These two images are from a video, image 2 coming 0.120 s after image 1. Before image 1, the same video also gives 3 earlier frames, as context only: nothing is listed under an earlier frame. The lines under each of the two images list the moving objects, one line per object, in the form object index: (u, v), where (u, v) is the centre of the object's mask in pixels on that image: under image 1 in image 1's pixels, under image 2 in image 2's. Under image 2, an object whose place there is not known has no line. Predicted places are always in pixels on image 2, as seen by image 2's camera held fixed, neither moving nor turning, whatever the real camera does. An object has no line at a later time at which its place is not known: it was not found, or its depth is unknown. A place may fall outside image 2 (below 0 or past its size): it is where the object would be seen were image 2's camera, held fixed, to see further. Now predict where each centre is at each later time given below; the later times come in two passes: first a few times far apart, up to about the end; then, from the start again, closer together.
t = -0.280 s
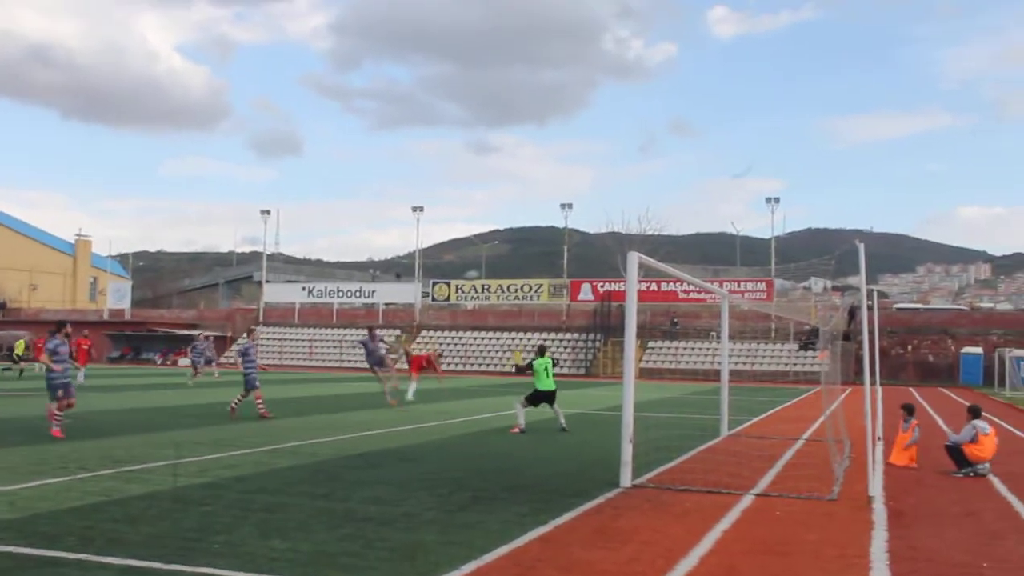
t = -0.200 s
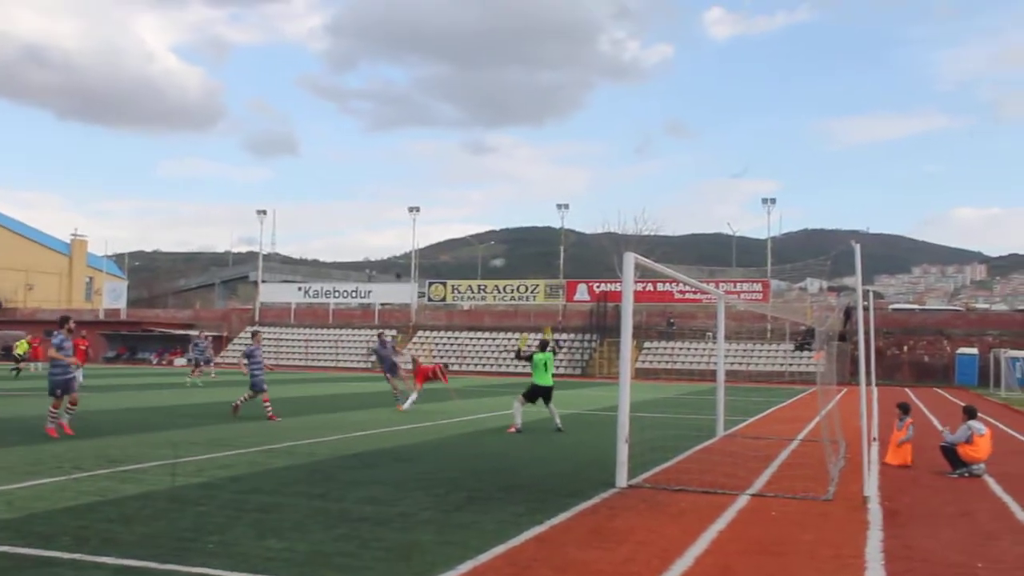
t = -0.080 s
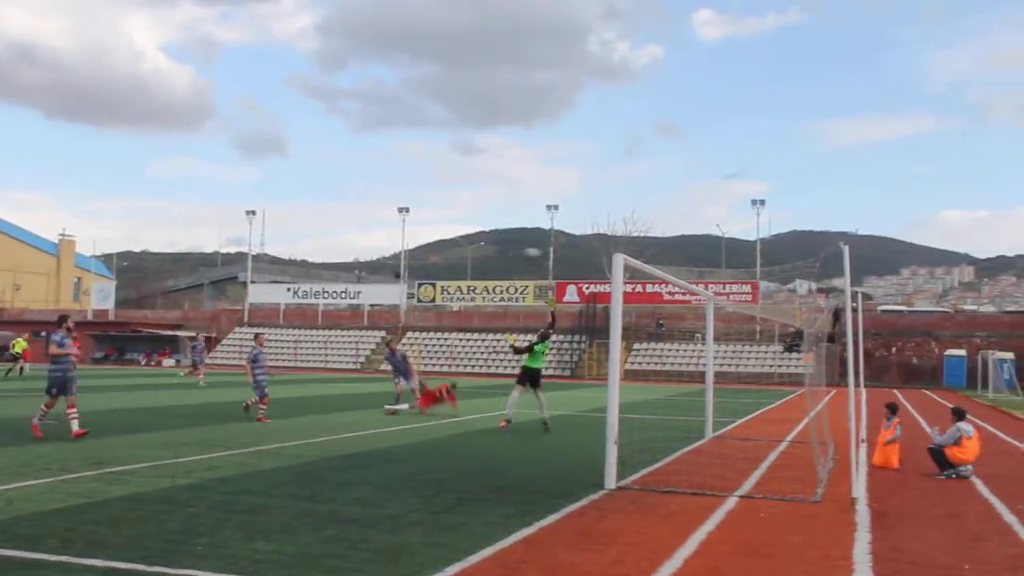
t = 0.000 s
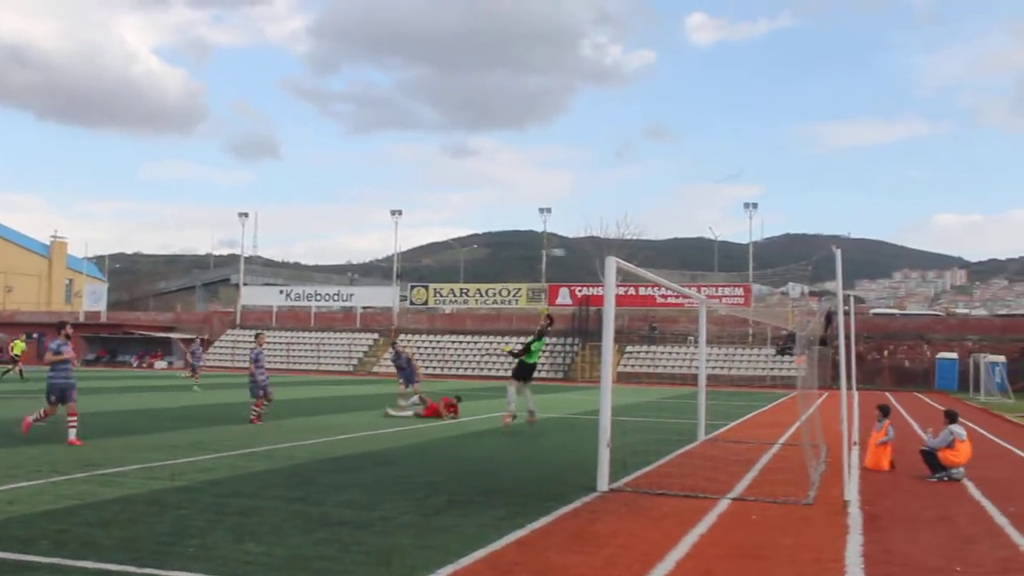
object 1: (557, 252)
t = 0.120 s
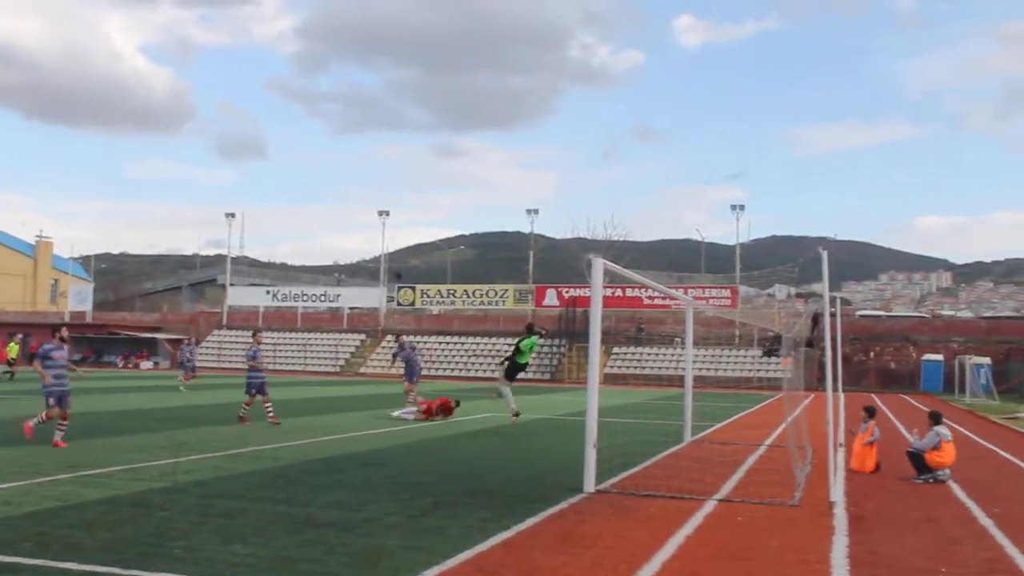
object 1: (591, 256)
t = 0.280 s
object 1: (657, 274)
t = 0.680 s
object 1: (766, 138)
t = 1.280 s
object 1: (970, 141)
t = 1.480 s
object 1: (1045, 229)
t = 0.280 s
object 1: (657, 274)
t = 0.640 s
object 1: (754, 148)
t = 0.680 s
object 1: (766, 138)
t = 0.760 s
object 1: (790, 119)
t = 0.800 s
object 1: (802, 114)
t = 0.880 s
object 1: (827, 105)
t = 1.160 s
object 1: (923, 114)
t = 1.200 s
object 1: (939, 122)
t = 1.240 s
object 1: (954, 130)
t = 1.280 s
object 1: (970, 141)
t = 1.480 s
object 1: (1045, 229)
